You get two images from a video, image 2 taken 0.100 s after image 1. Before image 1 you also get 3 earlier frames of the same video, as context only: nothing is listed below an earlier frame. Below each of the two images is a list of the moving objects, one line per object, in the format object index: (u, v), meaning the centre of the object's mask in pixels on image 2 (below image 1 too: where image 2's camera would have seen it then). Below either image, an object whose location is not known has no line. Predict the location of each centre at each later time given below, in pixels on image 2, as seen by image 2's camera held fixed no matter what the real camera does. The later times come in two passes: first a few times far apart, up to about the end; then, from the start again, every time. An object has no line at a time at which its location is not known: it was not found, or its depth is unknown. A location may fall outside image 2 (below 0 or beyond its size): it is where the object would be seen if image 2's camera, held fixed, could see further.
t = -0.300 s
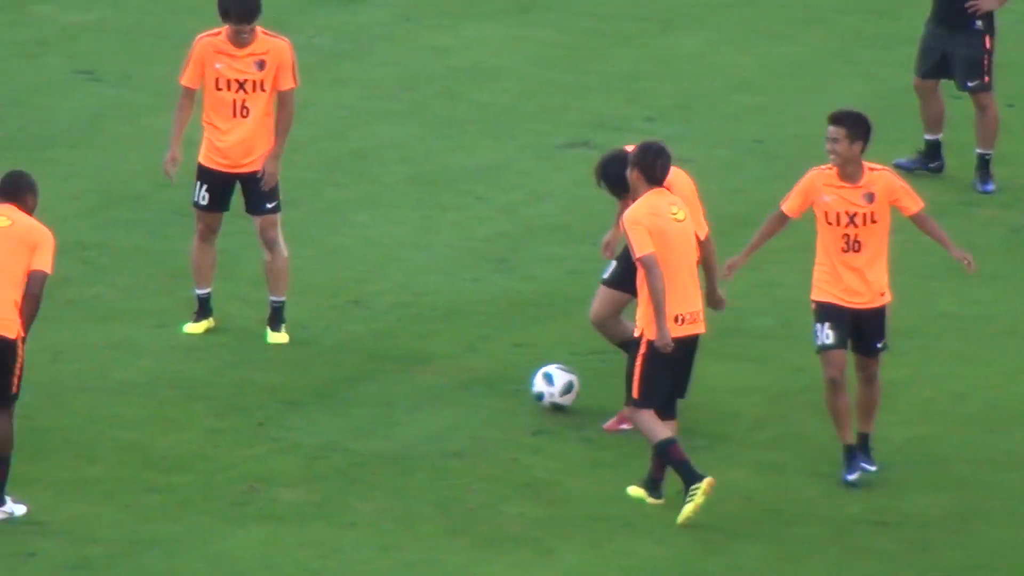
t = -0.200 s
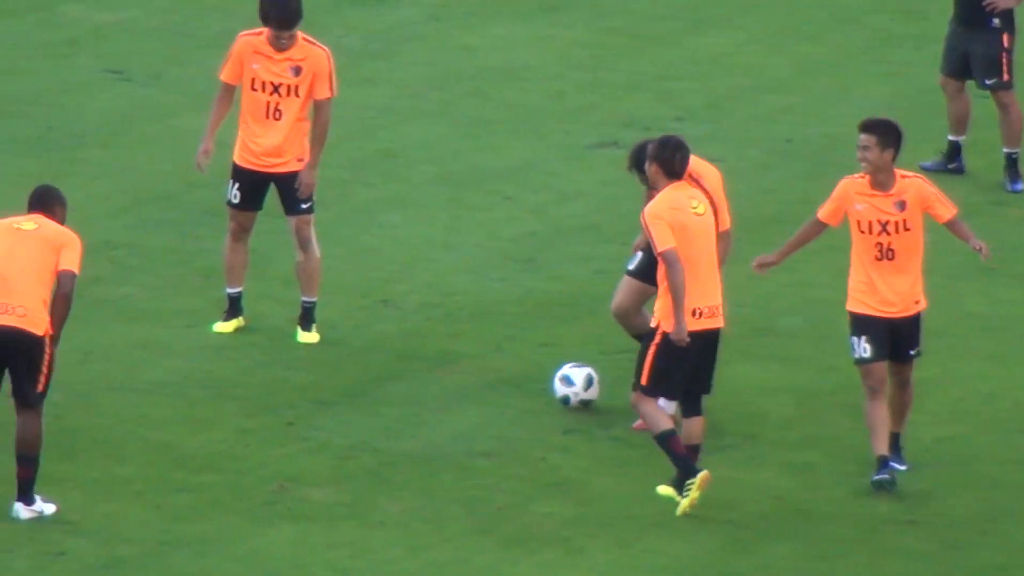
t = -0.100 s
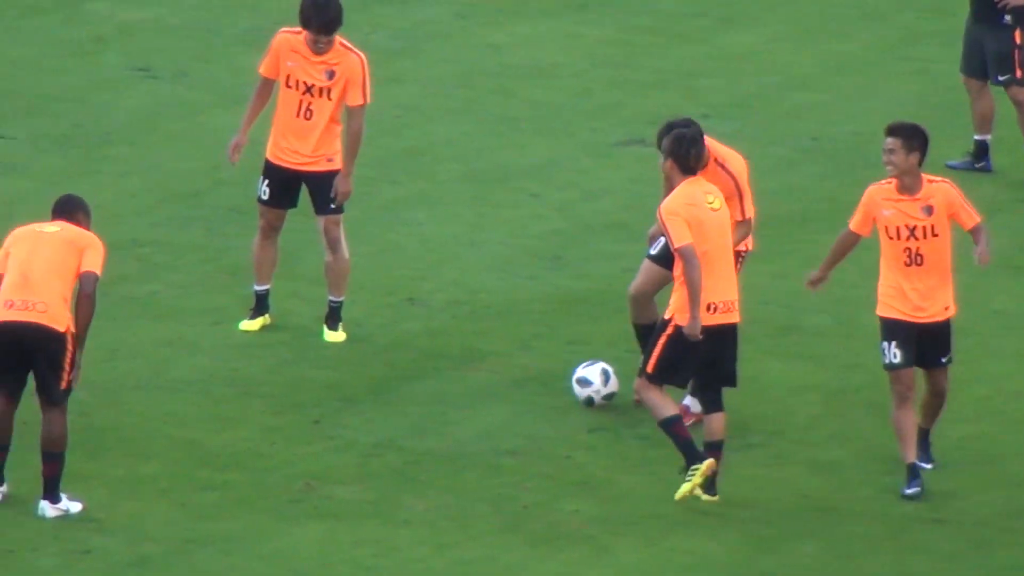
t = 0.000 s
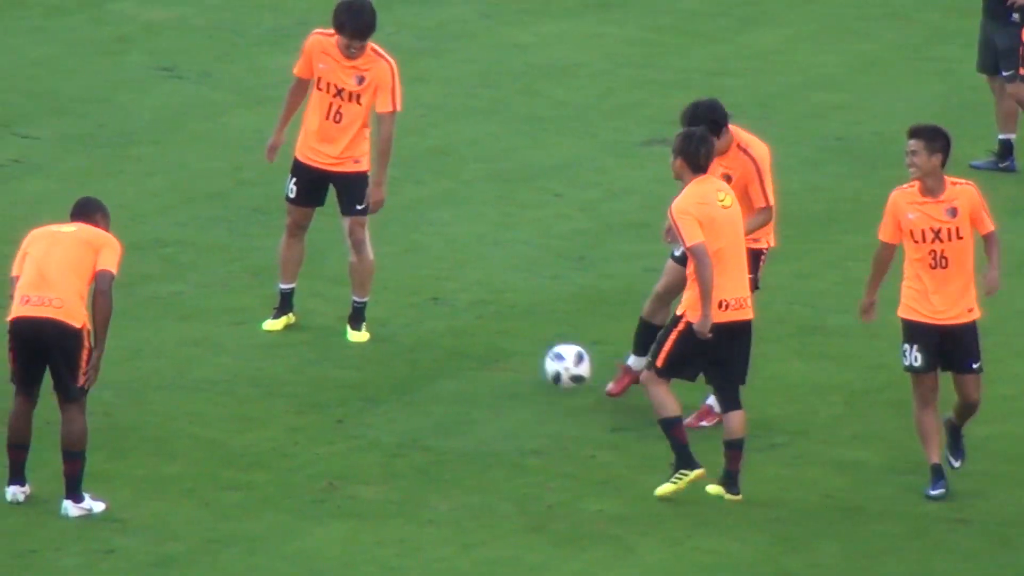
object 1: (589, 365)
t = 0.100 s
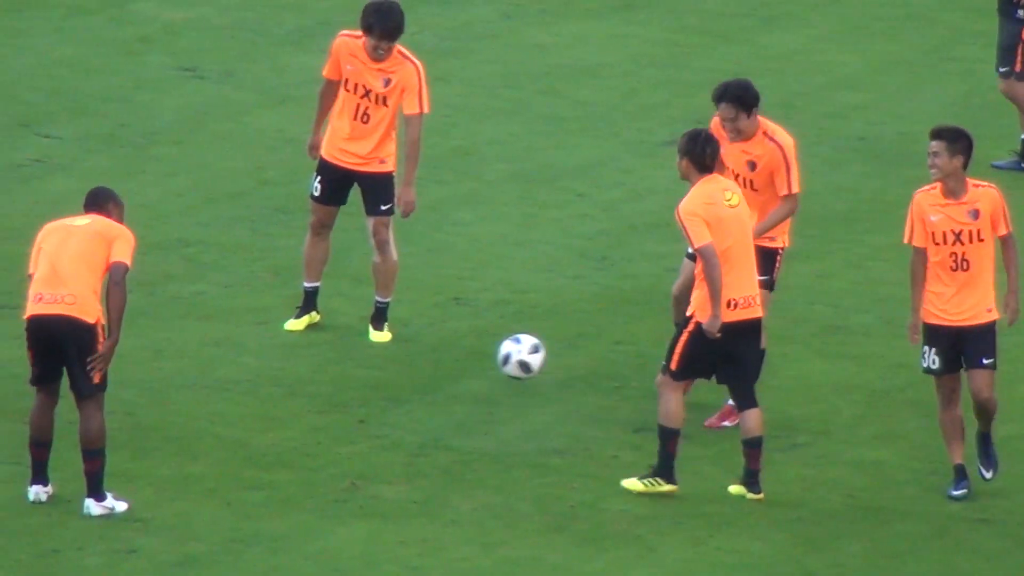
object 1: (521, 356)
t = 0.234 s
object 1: (431, 375)
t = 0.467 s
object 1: (305, 390)
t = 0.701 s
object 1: (227, 389)
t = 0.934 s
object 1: (157, 391)
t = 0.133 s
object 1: (498, 357)
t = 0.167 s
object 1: (476, 361)
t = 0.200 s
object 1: (454, 366)
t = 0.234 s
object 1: (431, 375)
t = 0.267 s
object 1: (409, 386)
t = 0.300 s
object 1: (389, 390)
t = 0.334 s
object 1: (372, 385)
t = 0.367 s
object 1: (355, 383)
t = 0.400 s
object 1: (339, 383)
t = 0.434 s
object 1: (322, 386)
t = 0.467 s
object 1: (305, 390)
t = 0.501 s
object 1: (293, 389)
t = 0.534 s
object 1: (282, 387)
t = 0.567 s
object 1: (271, 388)
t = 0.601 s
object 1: (259, 389)
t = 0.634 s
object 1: (249, 390)
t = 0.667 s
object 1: (238, 389)
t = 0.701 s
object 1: (227, 389)
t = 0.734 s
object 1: (217, 391)
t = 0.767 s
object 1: (207, 391)
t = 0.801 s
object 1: (196, 391)
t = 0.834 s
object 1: (186, 391)
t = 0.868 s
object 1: (176, 391)
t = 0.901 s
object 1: (167, 391)
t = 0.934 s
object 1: (157, 391)
